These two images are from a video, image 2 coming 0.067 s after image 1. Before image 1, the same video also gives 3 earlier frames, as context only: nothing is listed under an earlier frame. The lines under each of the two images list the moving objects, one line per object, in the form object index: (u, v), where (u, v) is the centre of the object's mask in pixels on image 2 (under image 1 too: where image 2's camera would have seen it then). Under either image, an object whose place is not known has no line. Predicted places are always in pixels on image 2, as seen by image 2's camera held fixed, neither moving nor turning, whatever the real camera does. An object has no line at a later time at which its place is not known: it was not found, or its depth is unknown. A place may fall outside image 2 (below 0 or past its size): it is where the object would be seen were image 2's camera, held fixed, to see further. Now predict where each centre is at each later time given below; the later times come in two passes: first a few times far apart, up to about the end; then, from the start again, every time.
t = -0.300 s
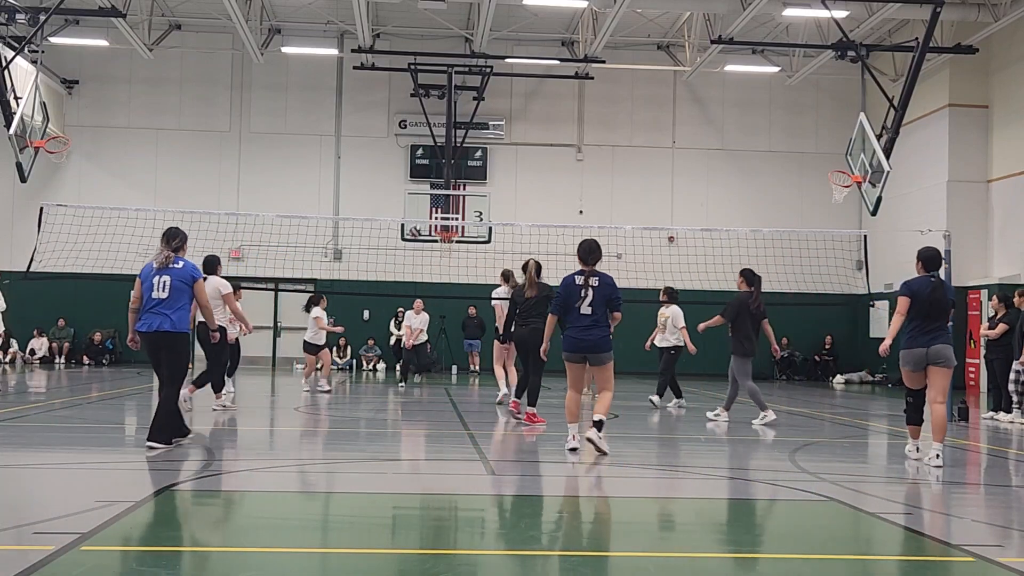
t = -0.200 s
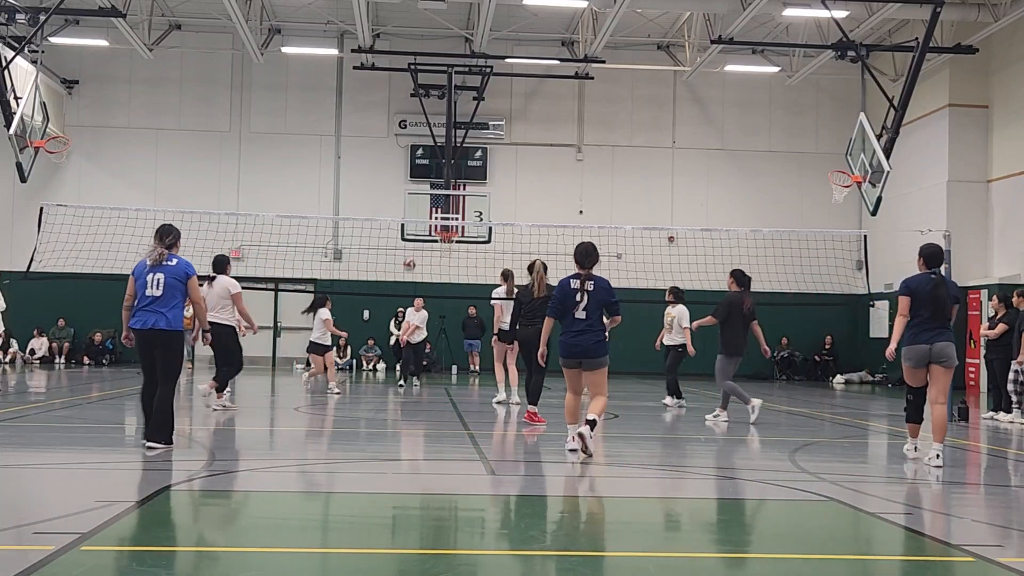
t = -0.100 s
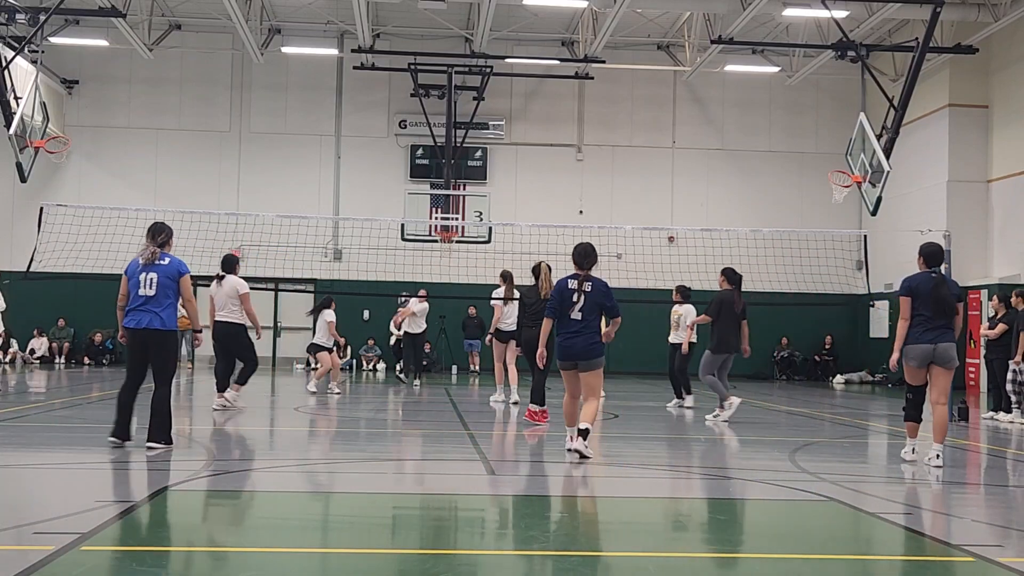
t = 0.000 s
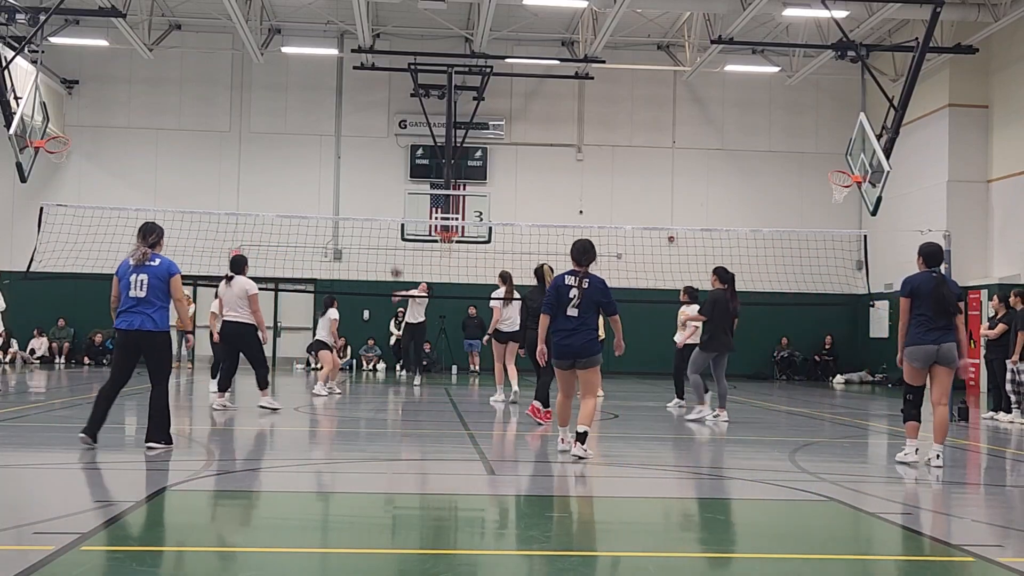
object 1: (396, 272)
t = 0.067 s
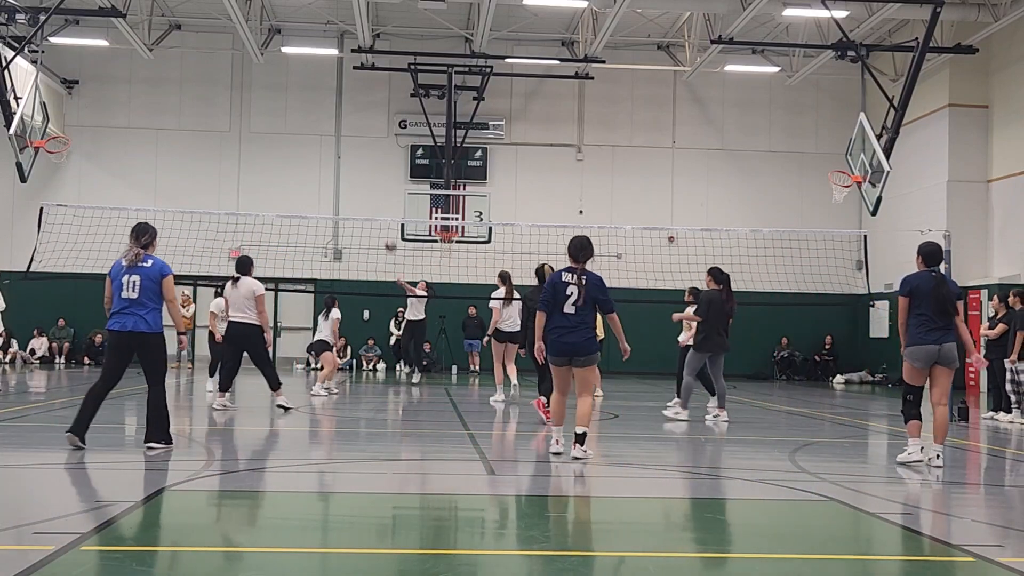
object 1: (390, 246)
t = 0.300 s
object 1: (370, 175)
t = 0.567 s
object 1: (344, 132)
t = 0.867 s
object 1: (311, 137)
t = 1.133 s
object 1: (277, 195)
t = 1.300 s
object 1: (252, 258)
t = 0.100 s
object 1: (388, 234)
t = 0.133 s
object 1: (385, 224)
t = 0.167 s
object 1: (382, 212)
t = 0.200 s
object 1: (379, 202)
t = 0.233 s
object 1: (376, 193)
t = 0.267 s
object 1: (373, 183)
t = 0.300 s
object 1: (370, 175)
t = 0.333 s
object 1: (368, 167)
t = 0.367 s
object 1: (364, 160)
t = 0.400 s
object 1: (361, 154)
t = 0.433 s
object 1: (357, 148)
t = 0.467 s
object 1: (354, 143)
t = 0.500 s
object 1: (351, 139)
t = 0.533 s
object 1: (347, 135)
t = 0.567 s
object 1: (344, 132)
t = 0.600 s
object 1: (341, 130)
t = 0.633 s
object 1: (337, 128)
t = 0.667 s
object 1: (334, 127)
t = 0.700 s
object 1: (330, 127)
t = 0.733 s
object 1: (326, 128)
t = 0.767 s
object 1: (323, 129)
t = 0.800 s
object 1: (318, 131)
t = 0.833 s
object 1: (315, 134)
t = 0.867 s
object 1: (311, 137)
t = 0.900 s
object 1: (307, 142)
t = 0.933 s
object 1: (303, 147)
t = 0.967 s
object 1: (299, 153)
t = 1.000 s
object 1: (294, 160)
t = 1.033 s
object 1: (290, 167)
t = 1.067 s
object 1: (286, 176)
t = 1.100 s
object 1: (282, 184)
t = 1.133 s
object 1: (277, 195)
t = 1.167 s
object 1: (273, 205)
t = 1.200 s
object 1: (268, 218)
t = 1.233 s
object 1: (264, 230)
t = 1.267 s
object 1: (259, 243)
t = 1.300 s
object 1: (252, 258)
